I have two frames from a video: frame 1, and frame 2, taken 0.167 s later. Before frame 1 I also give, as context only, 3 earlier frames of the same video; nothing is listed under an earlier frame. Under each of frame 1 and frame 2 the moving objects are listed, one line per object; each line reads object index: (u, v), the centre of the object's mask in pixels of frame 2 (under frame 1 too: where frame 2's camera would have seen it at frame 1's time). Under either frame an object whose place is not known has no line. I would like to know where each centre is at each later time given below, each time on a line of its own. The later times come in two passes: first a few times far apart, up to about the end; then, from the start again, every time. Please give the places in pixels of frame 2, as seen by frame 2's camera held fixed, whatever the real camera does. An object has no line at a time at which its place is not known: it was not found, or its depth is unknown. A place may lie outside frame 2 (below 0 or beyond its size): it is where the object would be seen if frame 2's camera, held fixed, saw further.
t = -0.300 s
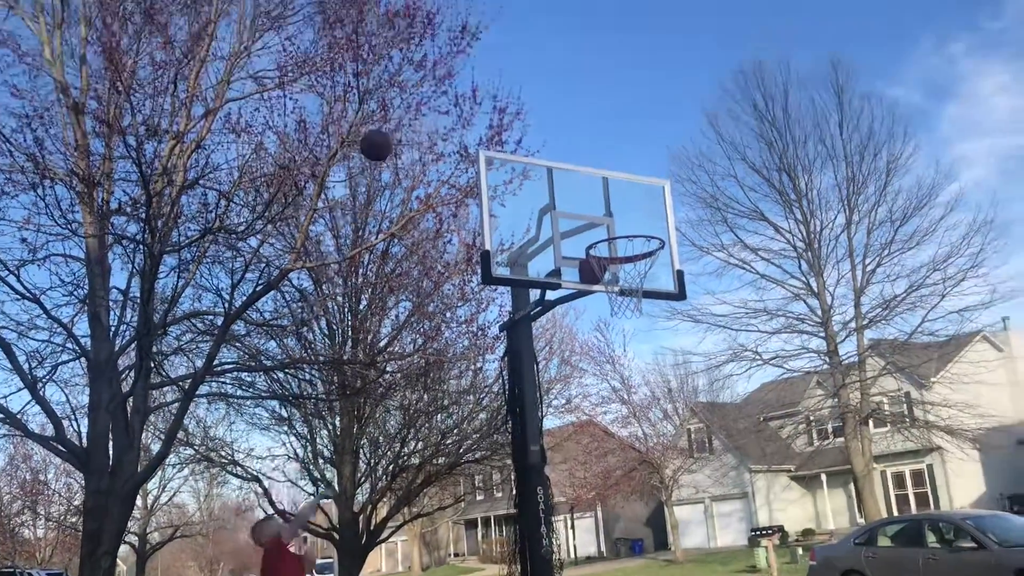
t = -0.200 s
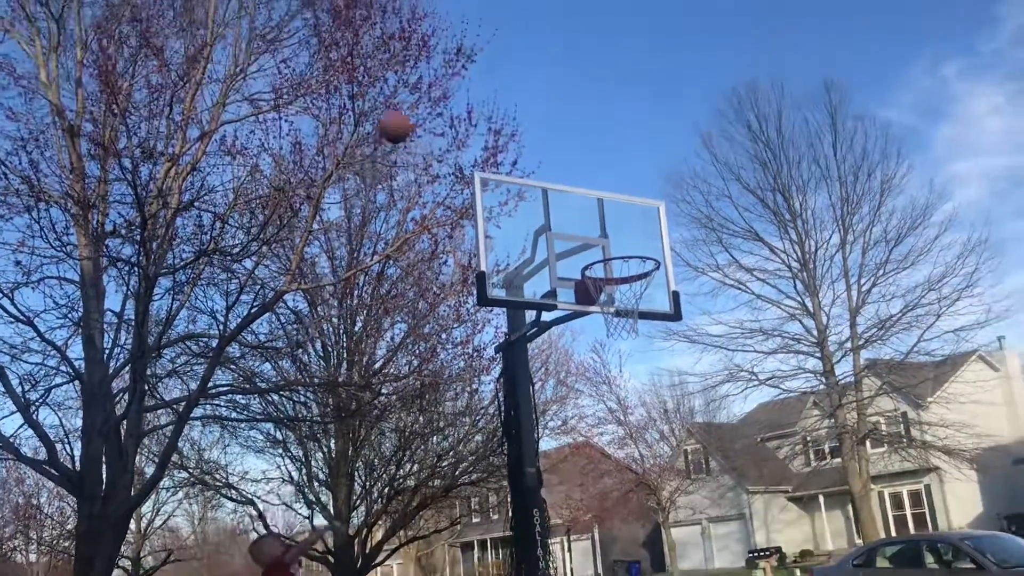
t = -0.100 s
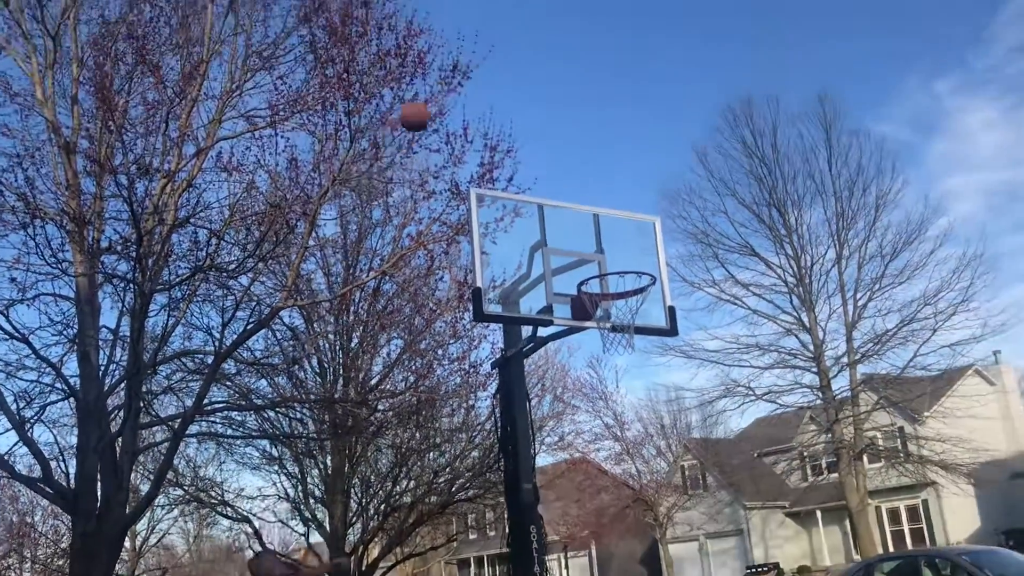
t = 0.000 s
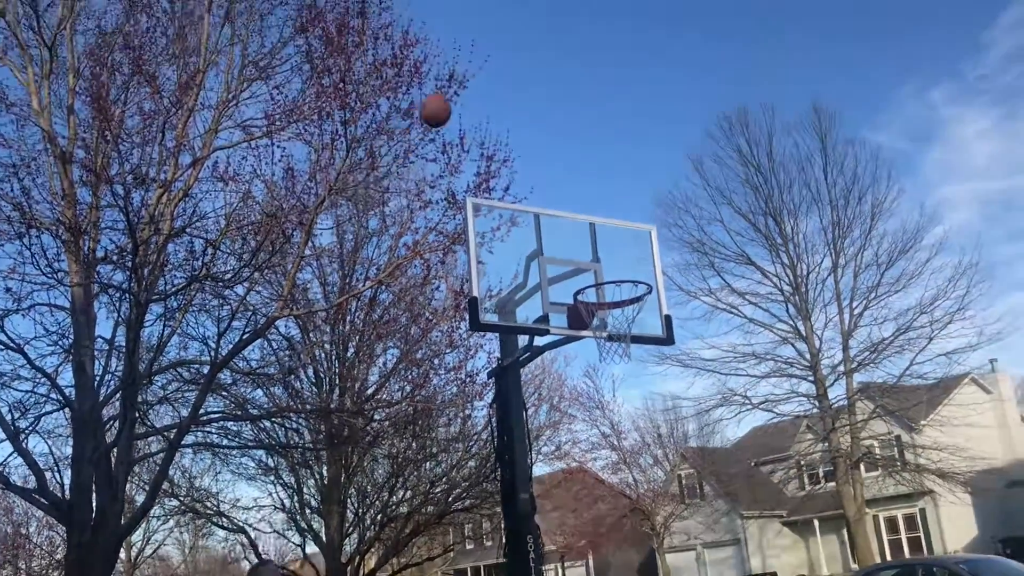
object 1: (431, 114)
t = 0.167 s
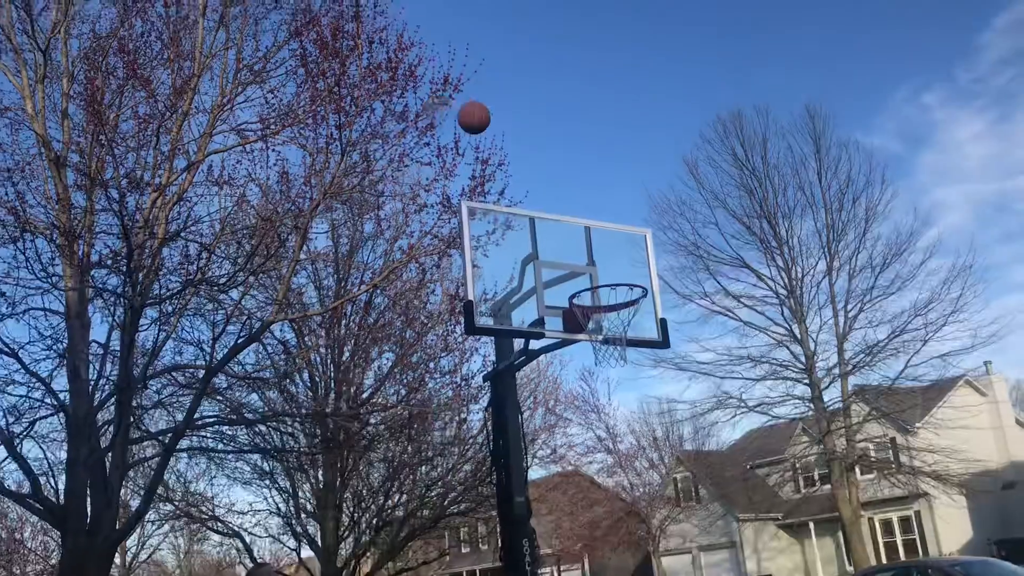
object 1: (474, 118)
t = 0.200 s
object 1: (483, 122)
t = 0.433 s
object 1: (556, 201)
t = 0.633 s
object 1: (622, 299)
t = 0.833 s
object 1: (574, 329)
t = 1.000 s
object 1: (572, 346)
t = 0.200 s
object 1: (483, 122)
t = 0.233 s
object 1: (492, 129)
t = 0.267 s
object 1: (503, 137)
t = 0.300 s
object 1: (513, 146)
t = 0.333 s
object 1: (523, 158)
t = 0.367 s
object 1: (533, 170)
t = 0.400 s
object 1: (544, 185)
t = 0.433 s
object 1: (556, 201)
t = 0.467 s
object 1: (567, 220)
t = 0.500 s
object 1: (579, 240)
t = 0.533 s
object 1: (591, 263)
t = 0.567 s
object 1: (603, 282)
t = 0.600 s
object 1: (613, 291)
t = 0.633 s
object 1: (622, 299)
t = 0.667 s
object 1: (617, 306)
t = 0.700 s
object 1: (606, 313)
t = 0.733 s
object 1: (594, 322)
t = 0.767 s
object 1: (583, 327)
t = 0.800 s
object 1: (576, 329)
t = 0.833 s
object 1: (574, 329)
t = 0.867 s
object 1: (572, 332)
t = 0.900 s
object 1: (572, 333)
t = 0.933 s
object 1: (573, 332)
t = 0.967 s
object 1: (571, 340)
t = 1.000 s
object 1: (572, 346)
